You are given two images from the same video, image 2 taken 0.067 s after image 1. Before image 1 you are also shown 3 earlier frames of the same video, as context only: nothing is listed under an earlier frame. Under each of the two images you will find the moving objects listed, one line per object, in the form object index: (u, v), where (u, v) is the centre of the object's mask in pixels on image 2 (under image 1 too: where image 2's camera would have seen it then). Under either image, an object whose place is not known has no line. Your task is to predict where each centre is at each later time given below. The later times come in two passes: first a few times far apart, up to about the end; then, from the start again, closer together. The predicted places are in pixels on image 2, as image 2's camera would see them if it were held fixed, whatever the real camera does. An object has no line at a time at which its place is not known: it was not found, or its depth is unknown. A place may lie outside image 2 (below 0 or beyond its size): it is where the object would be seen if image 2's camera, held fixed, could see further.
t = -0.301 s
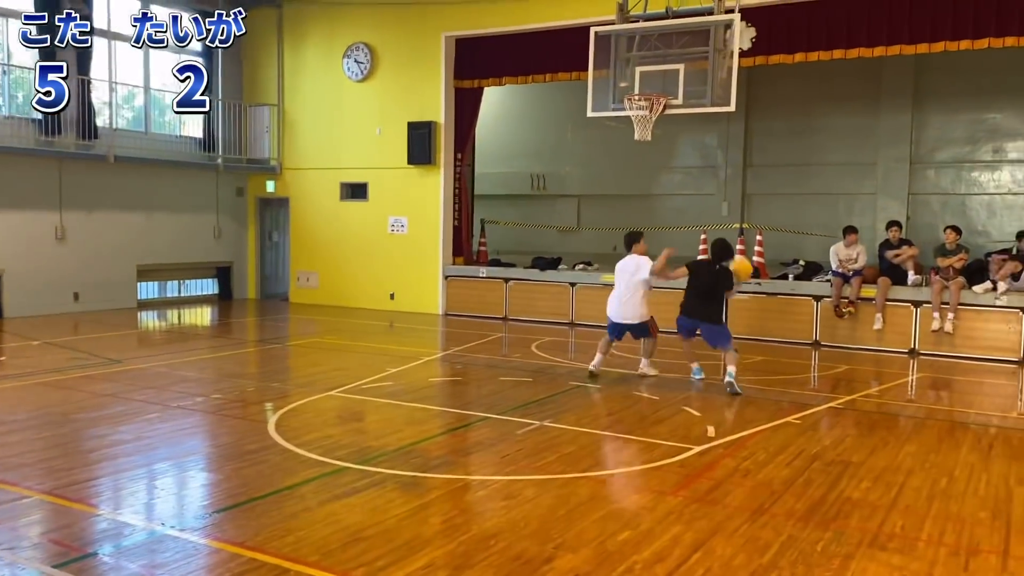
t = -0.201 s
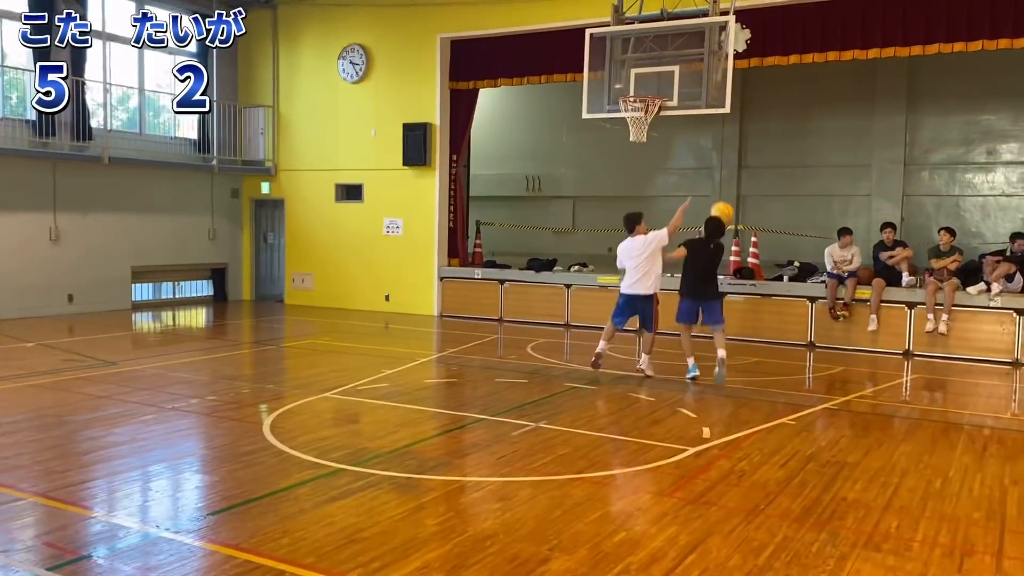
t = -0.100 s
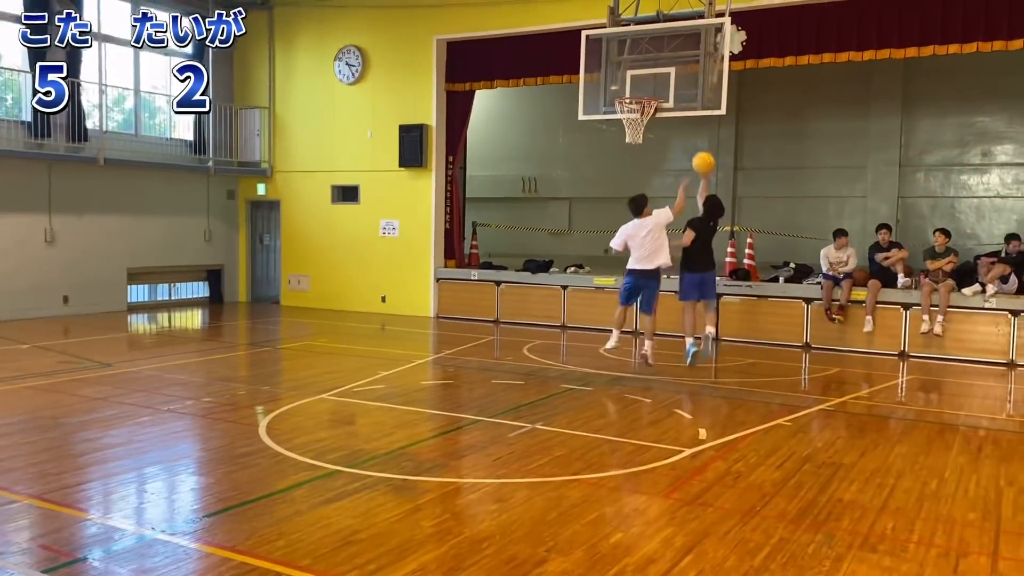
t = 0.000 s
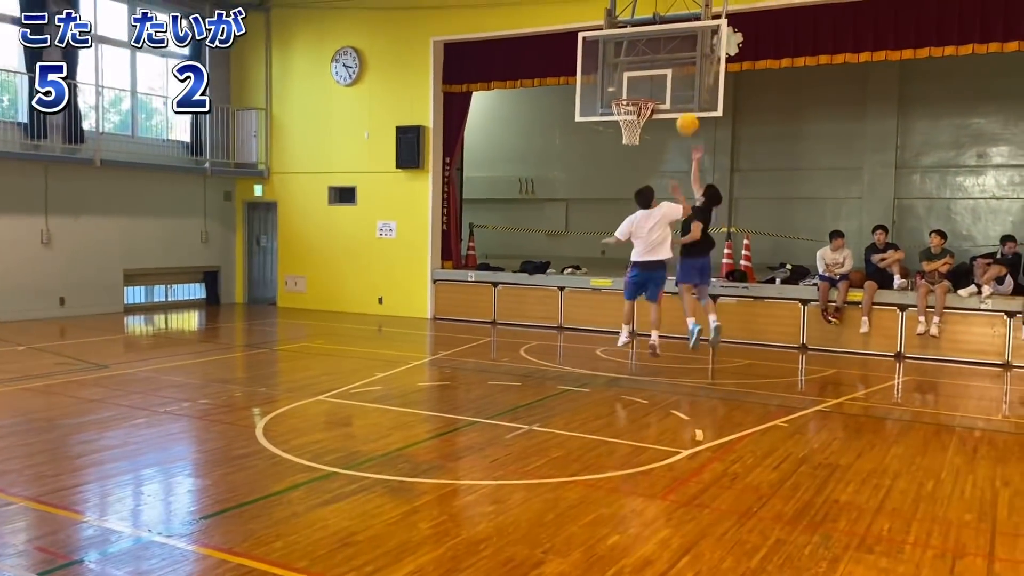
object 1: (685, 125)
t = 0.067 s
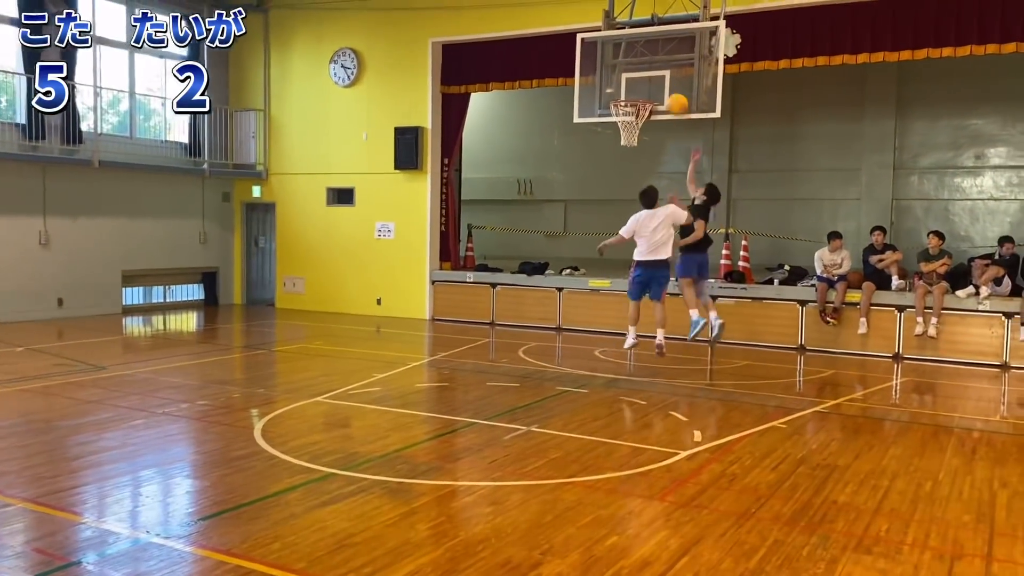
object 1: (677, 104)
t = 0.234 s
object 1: (655, 75)
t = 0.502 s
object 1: (617, 79)
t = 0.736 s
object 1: (584, 132)
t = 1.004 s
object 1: (548, 243)
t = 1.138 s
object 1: (529, 318)
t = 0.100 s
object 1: (673, 97)
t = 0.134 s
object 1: (668, 90)
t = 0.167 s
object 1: (663, 84)
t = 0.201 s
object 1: (659, 79)
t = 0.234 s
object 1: (655, 75)
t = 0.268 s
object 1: (650, 72)
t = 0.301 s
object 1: (645, 70)
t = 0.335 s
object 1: (640, 69)
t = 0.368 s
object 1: (636, 69)
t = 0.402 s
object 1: (631, 70)
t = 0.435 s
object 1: (627, 72)
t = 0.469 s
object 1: (622, 75)
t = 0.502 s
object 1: (617, 79)
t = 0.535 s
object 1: (612, 84)
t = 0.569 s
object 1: (608, 90)
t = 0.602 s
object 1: (603, 96)
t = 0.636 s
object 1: (598, 104)
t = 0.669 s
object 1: (593, 112)
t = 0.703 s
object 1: (588, 121)
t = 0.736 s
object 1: (584, 132)
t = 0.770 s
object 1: (580, 143)
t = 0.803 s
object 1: (575, 155)
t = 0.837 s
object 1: (570, 167)
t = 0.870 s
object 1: (566, 181)
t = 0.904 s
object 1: (561, 196)
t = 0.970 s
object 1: (552, 227)
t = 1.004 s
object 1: (548, 243)
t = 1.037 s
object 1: (543, 261)
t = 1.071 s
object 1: (538, 279)
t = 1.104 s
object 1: (533, 298)
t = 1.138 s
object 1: (529, 318)
